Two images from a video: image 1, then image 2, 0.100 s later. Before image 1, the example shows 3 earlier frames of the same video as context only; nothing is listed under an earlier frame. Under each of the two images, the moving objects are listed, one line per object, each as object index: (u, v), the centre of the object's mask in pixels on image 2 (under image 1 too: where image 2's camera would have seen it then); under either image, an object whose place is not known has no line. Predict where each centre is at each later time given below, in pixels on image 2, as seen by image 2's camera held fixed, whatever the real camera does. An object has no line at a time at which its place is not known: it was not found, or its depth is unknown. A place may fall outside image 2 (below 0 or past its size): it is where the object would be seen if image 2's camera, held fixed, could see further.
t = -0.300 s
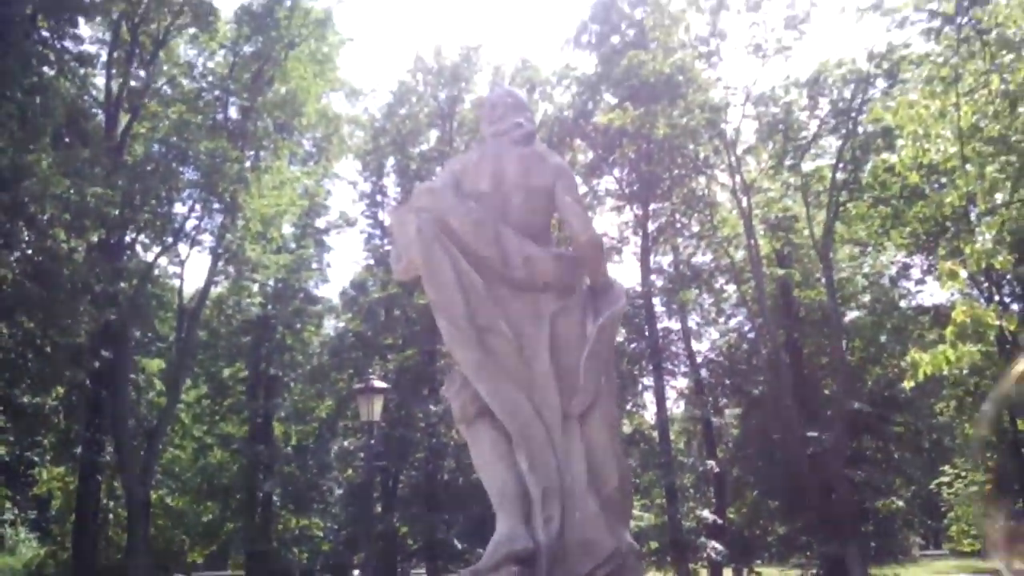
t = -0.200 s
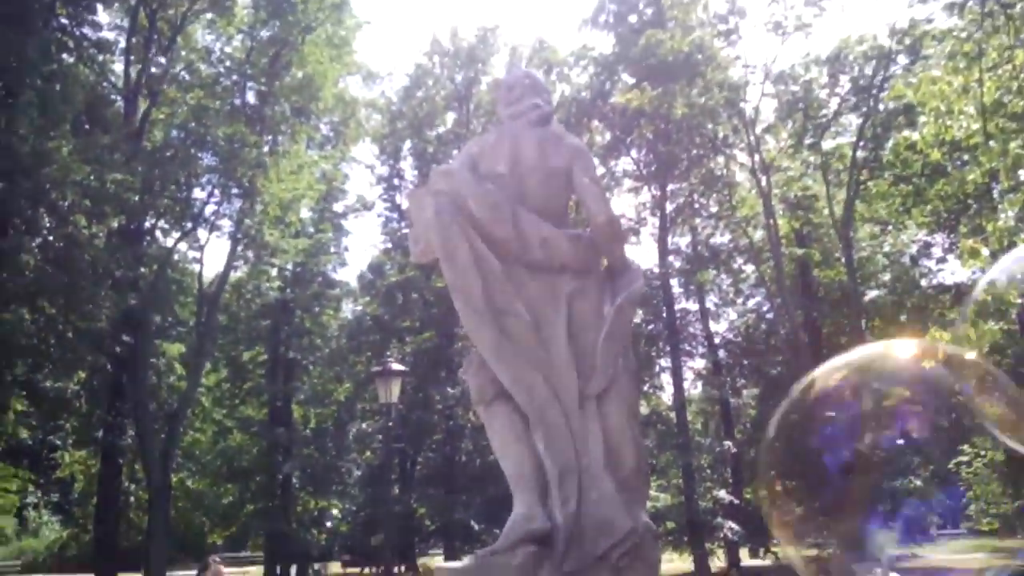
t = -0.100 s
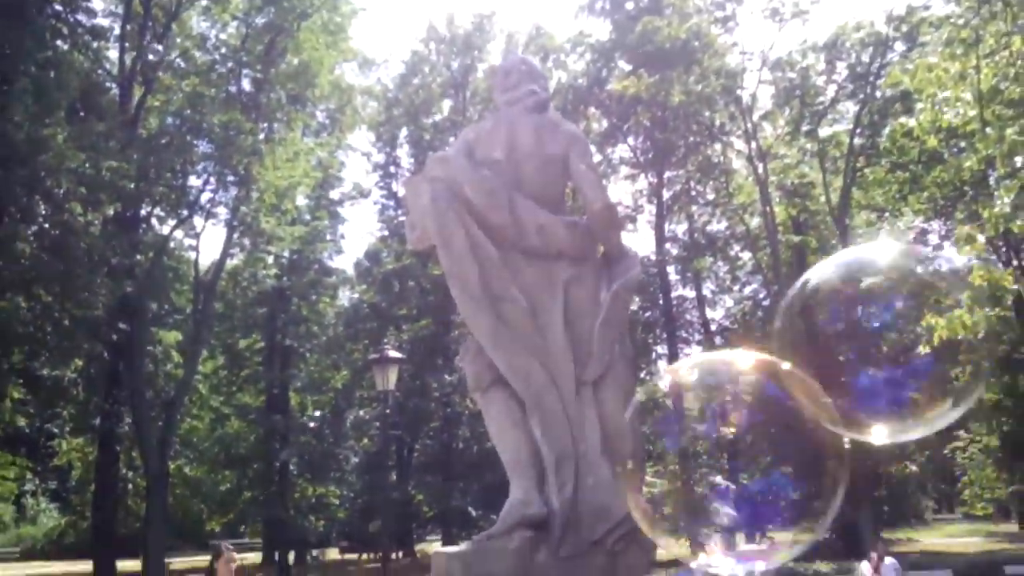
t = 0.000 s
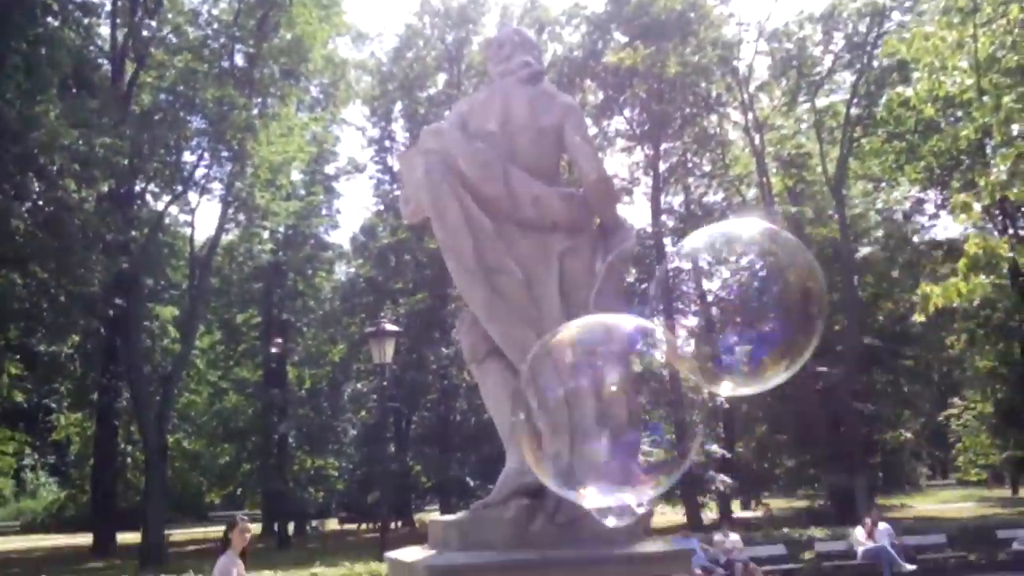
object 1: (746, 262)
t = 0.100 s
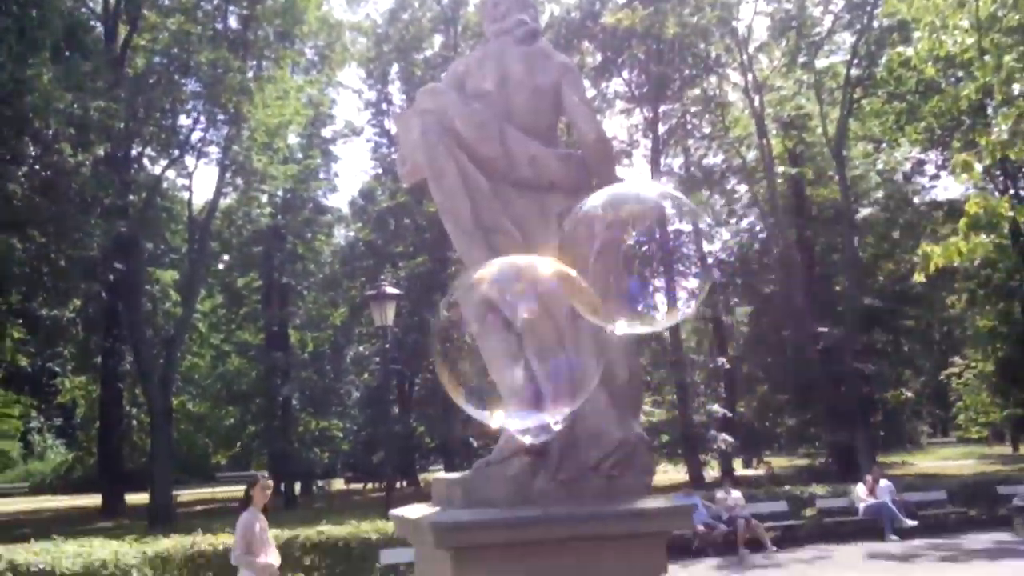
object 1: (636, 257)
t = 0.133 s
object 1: (615, 249)
